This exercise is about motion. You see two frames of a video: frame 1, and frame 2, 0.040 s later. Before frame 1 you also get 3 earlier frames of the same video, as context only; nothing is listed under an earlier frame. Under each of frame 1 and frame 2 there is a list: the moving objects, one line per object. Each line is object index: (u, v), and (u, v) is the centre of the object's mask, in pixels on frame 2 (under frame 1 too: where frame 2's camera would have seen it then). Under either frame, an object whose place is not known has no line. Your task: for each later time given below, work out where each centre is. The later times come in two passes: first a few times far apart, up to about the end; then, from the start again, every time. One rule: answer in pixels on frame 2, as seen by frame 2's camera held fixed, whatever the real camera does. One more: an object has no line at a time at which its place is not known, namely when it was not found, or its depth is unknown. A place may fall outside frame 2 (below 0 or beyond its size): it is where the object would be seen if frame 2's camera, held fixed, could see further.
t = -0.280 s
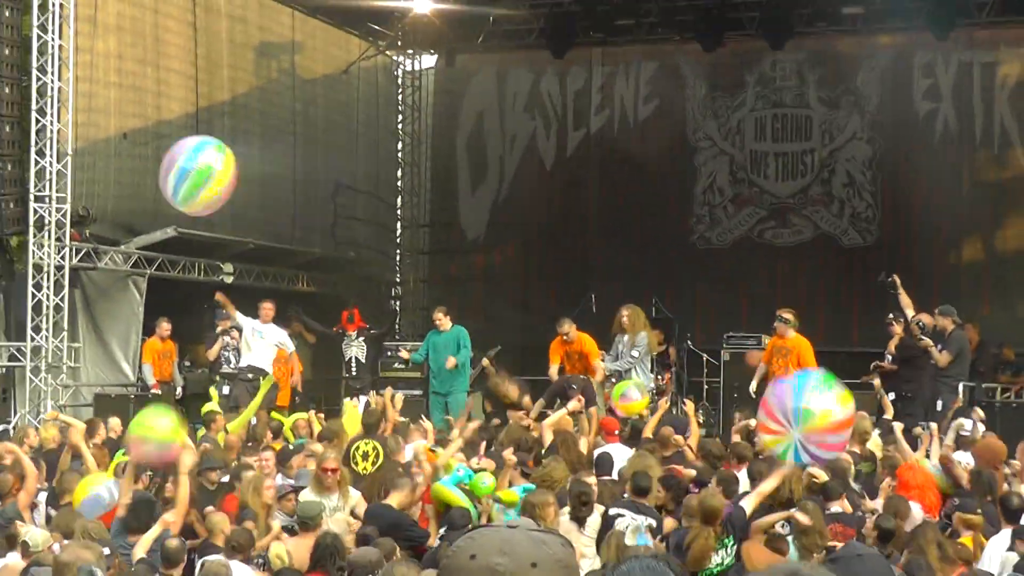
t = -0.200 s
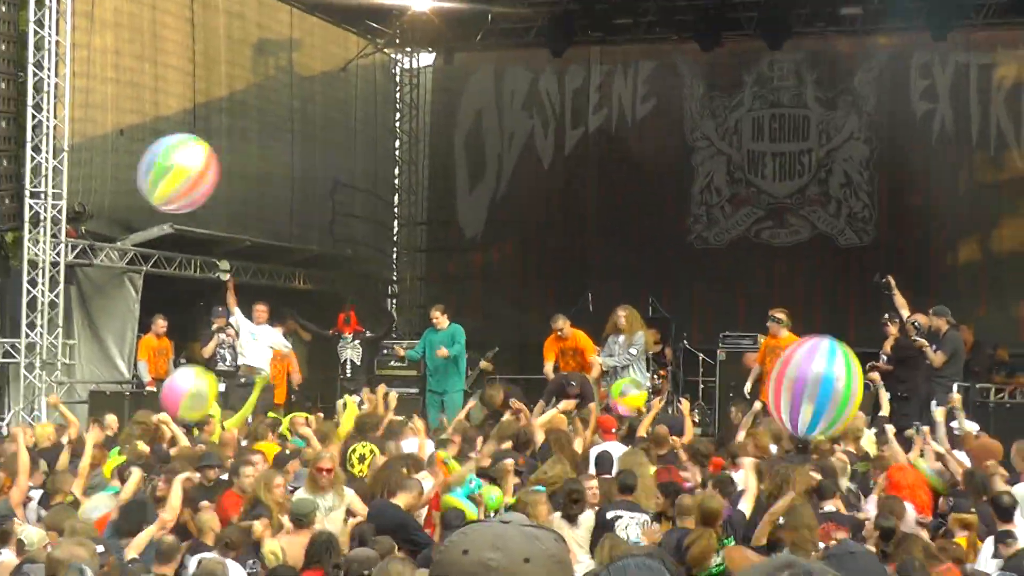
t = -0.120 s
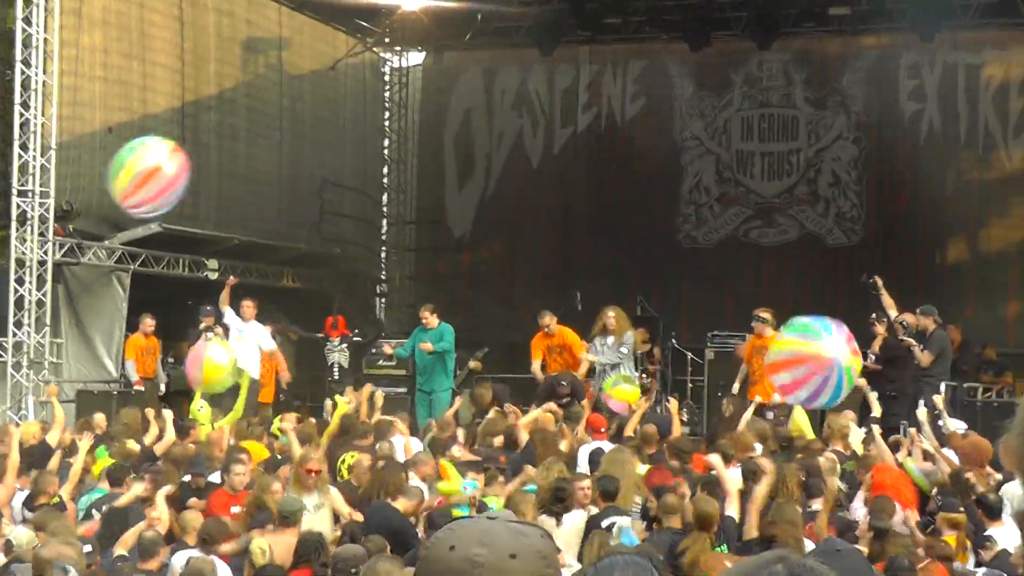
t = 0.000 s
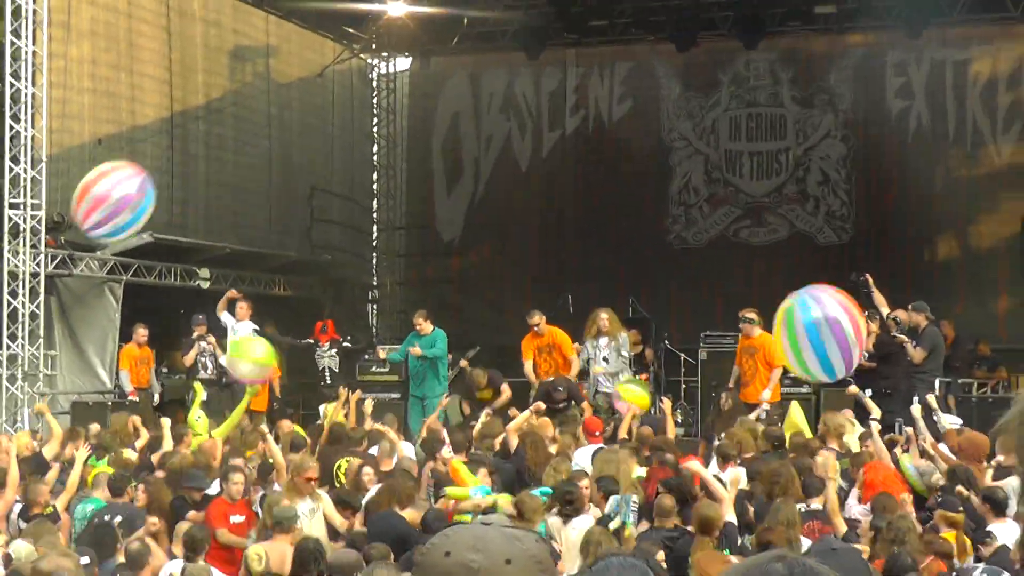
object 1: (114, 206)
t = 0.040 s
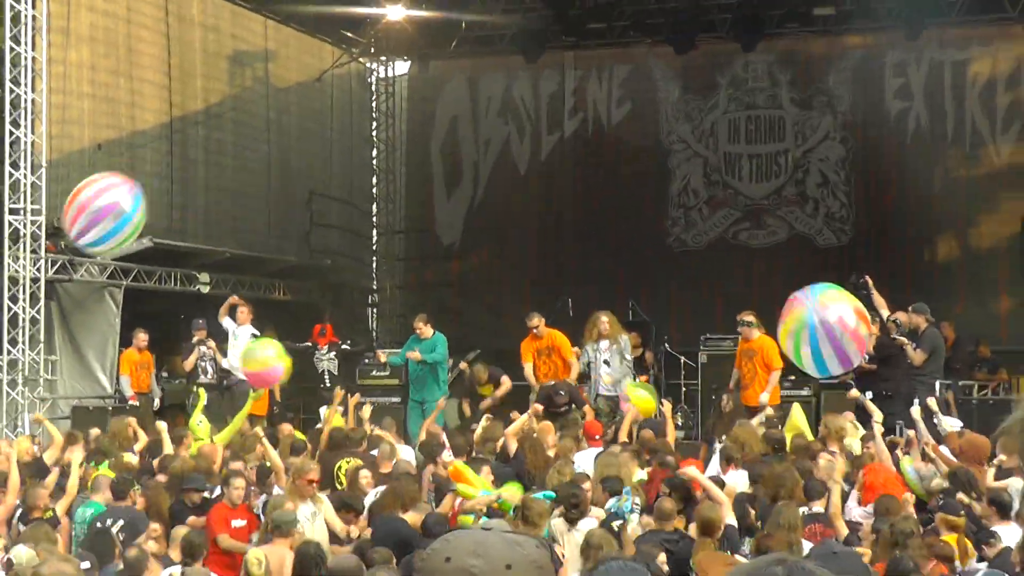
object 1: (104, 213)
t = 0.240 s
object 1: (63, 263)
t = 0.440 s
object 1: (18, 338)
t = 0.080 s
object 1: (96, 221)
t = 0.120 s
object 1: (88, 231)
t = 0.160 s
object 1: (79, 240)
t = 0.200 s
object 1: (71, 251)
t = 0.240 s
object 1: (63, 263)
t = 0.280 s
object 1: (53, 277)
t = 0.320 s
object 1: (44, 291)
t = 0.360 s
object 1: (36, 306)
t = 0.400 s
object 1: (27, 321)
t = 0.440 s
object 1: (18, 338)
